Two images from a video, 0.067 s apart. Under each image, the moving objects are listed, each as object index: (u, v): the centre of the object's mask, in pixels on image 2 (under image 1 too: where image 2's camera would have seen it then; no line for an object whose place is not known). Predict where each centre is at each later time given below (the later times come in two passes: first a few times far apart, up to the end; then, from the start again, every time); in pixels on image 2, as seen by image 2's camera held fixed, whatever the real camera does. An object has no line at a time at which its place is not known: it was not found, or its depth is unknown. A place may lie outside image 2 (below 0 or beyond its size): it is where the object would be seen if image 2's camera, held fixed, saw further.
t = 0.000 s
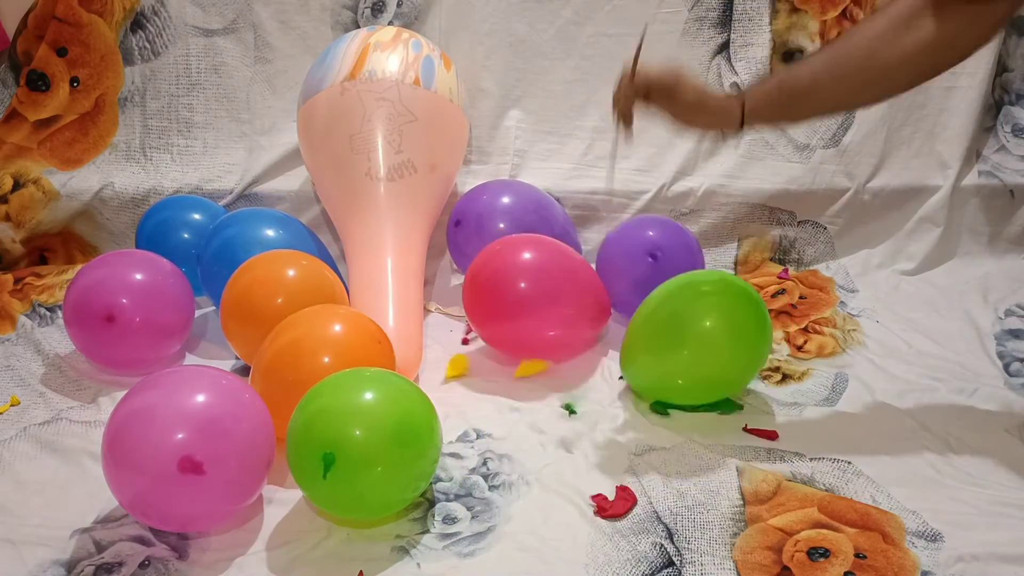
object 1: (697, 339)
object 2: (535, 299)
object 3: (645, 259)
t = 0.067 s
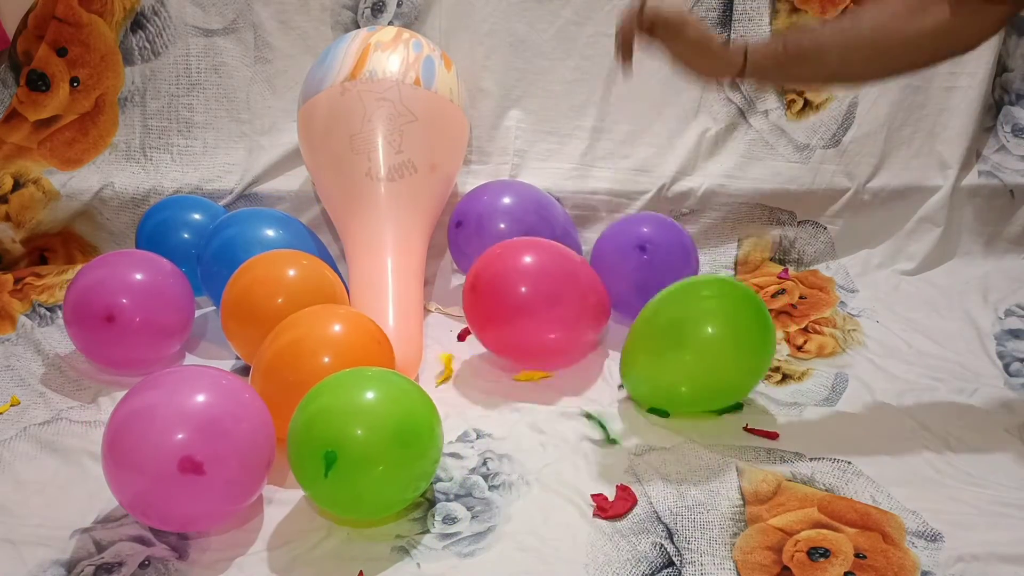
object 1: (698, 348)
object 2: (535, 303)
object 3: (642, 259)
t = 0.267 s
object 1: (718, 378)
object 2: (535, 318)
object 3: (633, 265)
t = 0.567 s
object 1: (759, 398)
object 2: (546, 324)
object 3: (623, 266)
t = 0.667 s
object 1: (767, 399)
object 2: (552, 323)
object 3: (621, 266)
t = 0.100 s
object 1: (700, 352)
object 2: (535, 306)
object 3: (641, 260)
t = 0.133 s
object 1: (702, 359)
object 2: (535, 310)
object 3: (639, 263)
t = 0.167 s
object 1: (705, 365)
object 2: (534, 315)
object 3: (638, 263)
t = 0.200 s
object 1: (709, 369)
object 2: (534, 318)
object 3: (637, 264)
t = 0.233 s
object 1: (714, 373)
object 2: (534, 318)
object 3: (635, 265)
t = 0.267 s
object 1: (718, 378)
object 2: (535, 318)
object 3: (633, 265)
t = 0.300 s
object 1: (723, 382)
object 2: (535, 318)
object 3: (632, 265)
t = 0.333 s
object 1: (728, 385)
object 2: (536, 319)
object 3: (631, 265)
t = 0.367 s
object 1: (733, 387)
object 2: (537, 322)
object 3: (629, 266)
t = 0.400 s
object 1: (738, 390)
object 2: (538, 324)
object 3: (628, 266)
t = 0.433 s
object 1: (742, 392)
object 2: (539, 323)
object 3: (627, 266)
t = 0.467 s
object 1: (747, 394)
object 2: (541, 323)
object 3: (626, 266)
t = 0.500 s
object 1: (751, 396)
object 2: (543, 323)
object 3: (625, 266)
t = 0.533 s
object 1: (755, 397)
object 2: (544, 323)
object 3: (624, 266)
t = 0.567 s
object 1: (759, 398)
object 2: (546, 324)
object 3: (623, 266)
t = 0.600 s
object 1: (762, 398)
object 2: (548, 323)
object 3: (622, 266)
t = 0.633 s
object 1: (765, 399)
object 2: (550, 323)
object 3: (622, 266)
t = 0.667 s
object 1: (767, 399)
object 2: (552, 323)
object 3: (621, 266)
